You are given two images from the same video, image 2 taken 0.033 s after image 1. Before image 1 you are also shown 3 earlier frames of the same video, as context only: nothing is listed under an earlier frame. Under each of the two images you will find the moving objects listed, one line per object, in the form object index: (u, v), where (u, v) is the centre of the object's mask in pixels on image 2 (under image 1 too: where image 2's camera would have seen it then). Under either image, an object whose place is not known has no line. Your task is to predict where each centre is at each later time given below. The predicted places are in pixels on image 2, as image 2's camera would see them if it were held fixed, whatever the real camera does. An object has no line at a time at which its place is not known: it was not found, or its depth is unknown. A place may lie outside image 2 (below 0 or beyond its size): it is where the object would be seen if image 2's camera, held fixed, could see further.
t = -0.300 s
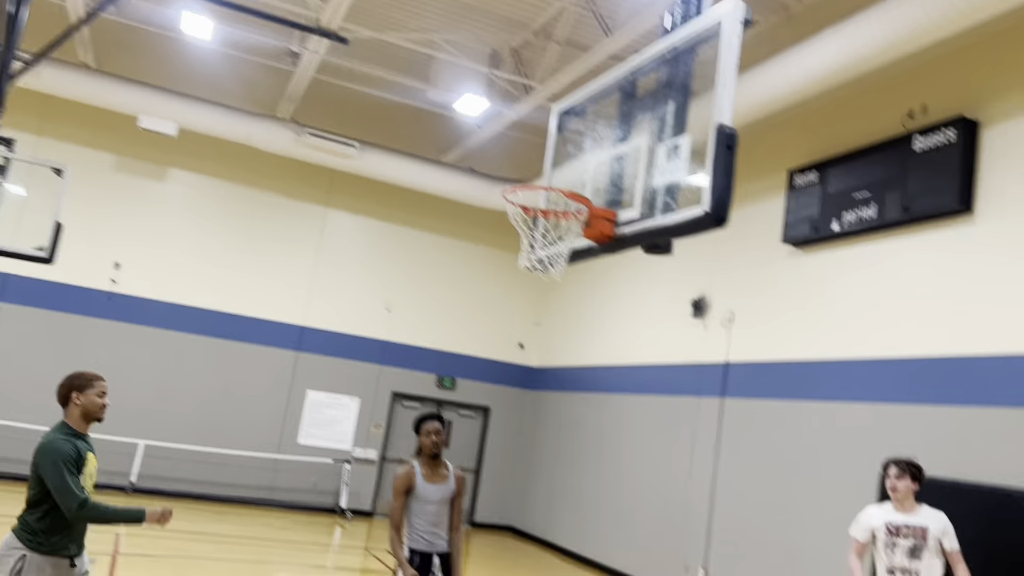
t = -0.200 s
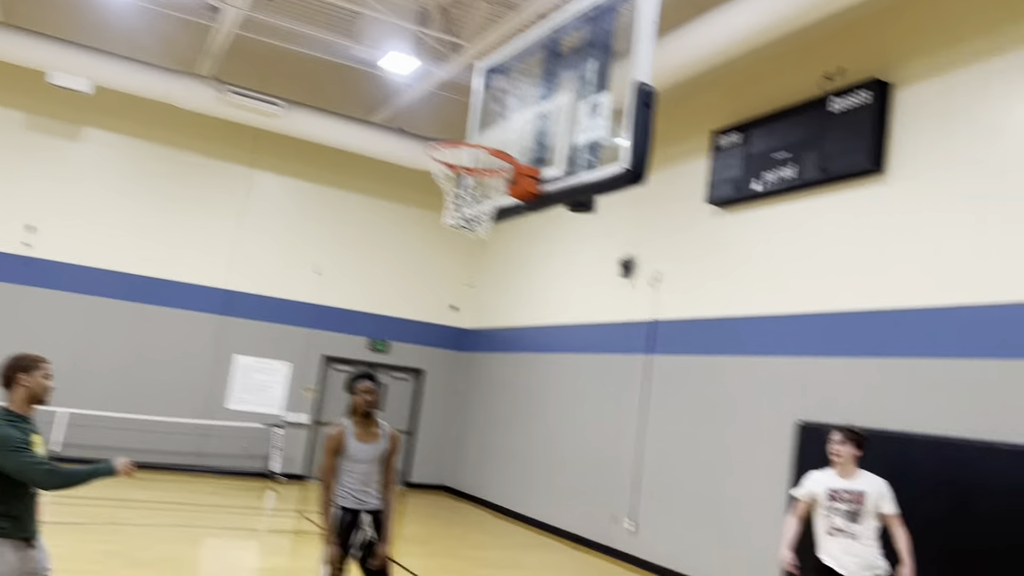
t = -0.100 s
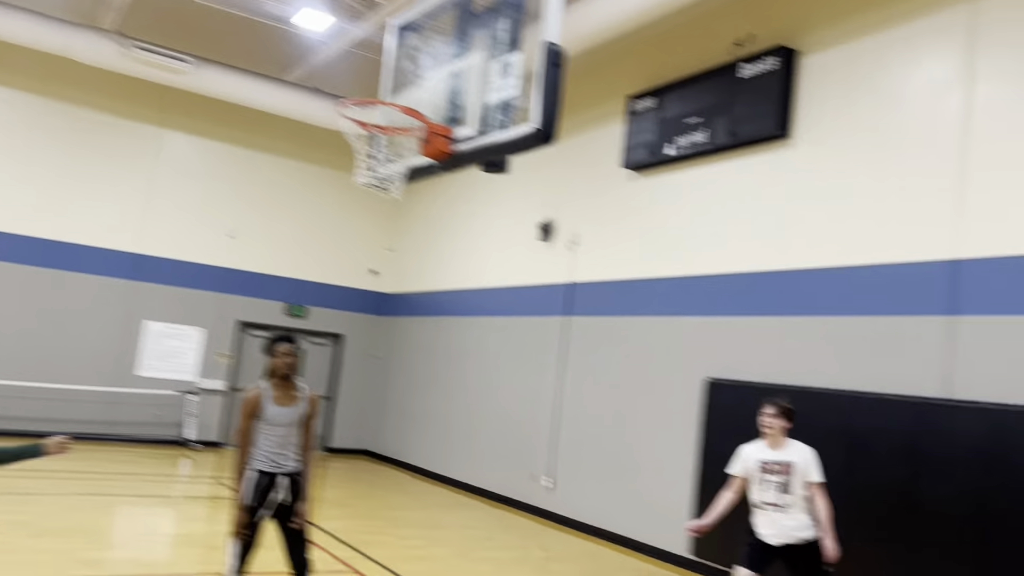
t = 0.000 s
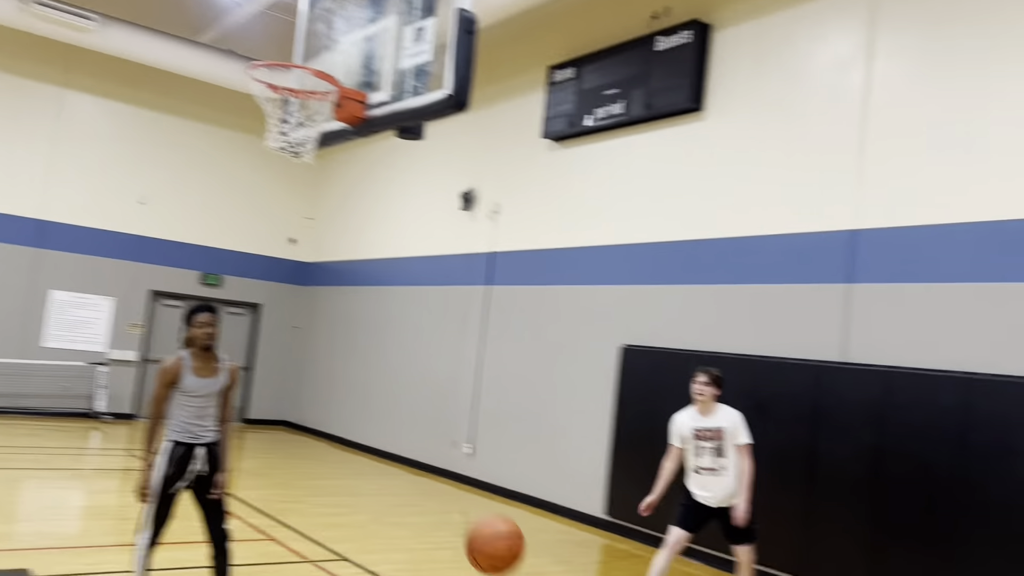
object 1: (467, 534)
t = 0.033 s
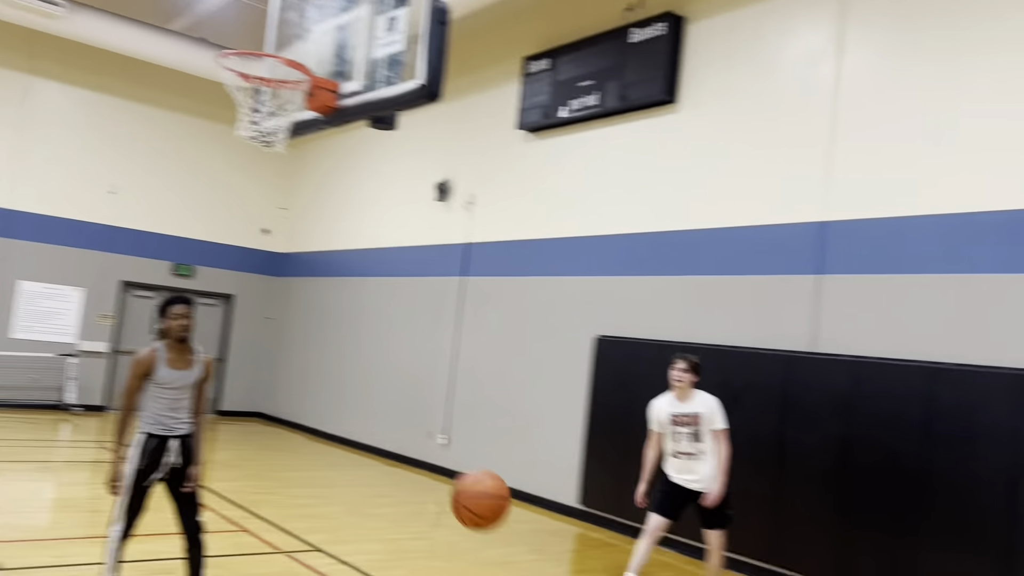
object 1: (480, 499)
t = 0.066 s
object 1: (492, 468)
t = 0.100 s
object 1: (504, 437)
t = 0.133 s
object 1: (515, 411)
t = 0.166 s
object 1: (527, 387)
